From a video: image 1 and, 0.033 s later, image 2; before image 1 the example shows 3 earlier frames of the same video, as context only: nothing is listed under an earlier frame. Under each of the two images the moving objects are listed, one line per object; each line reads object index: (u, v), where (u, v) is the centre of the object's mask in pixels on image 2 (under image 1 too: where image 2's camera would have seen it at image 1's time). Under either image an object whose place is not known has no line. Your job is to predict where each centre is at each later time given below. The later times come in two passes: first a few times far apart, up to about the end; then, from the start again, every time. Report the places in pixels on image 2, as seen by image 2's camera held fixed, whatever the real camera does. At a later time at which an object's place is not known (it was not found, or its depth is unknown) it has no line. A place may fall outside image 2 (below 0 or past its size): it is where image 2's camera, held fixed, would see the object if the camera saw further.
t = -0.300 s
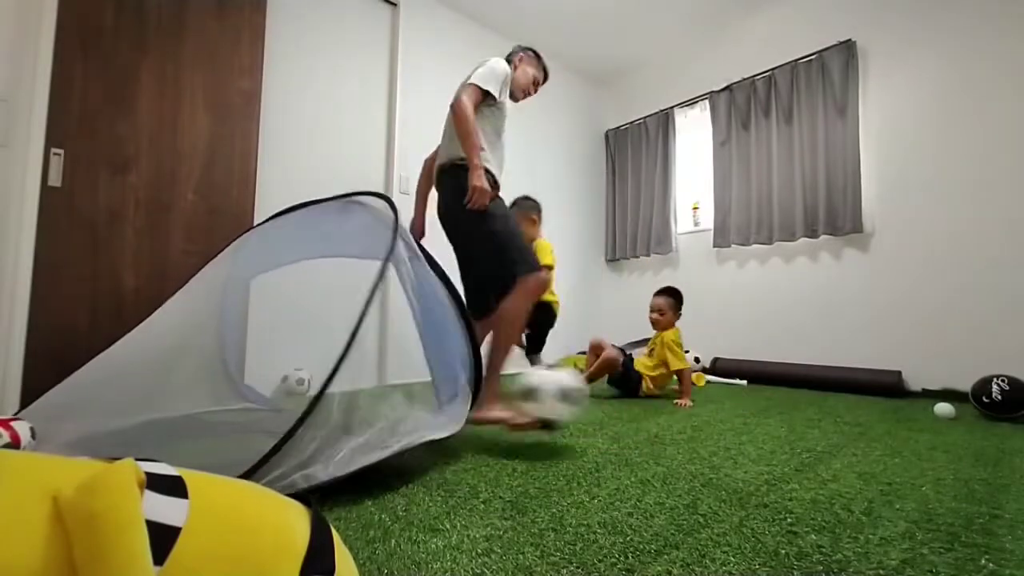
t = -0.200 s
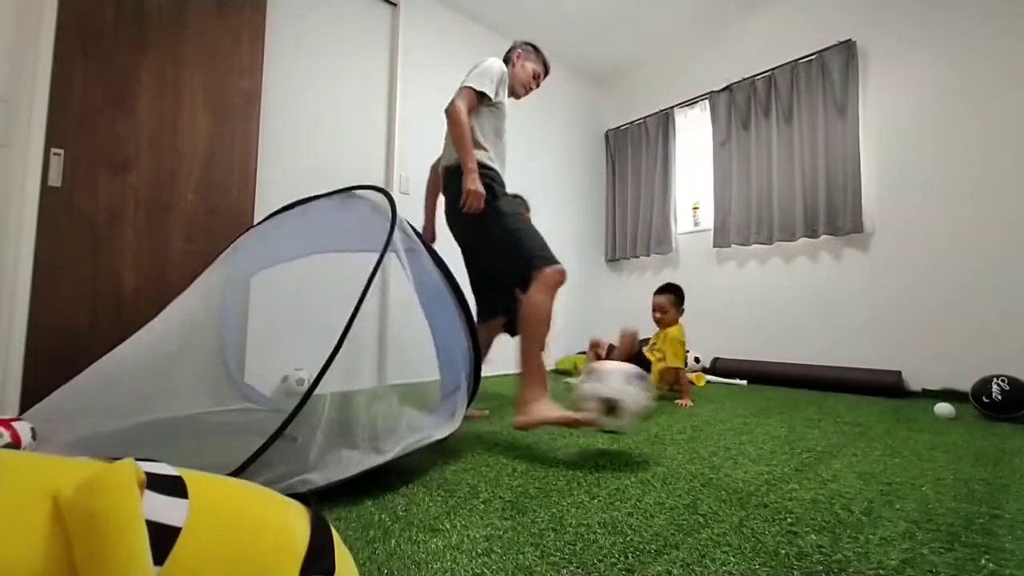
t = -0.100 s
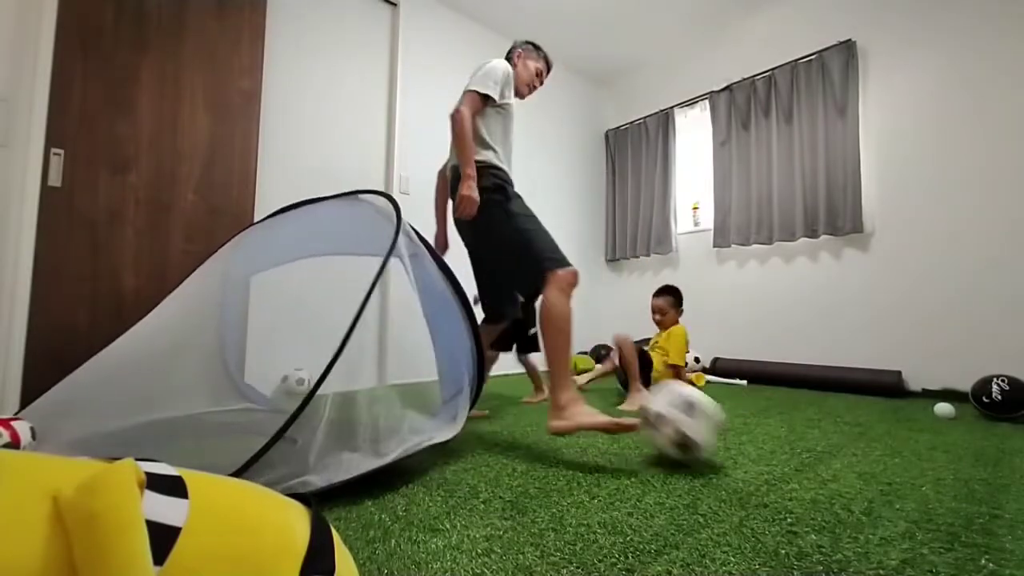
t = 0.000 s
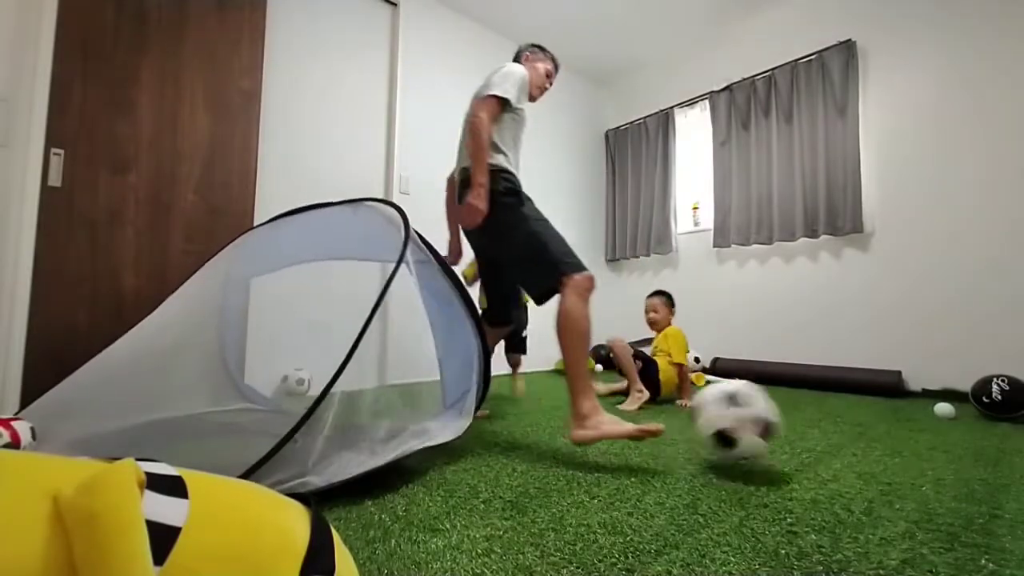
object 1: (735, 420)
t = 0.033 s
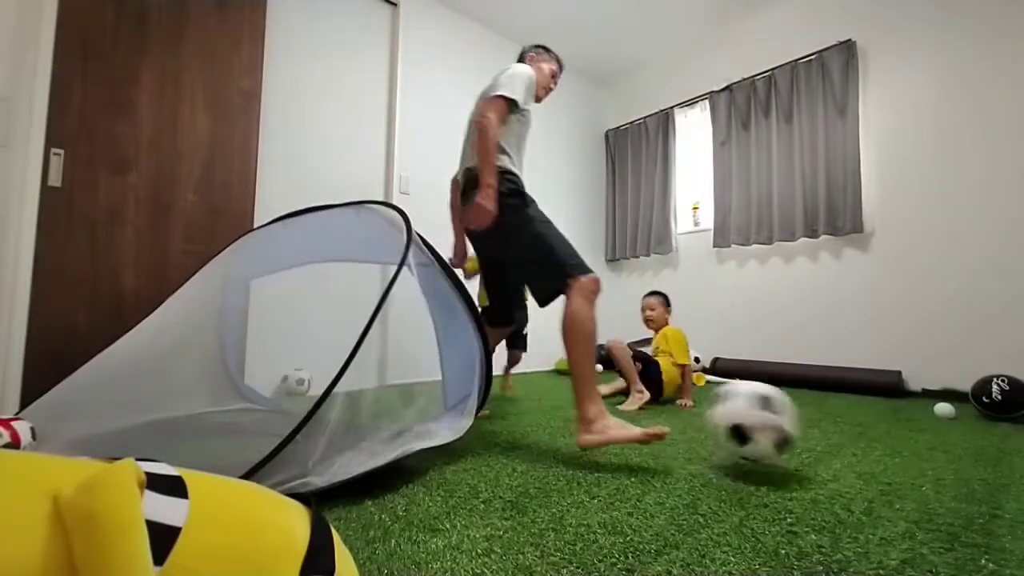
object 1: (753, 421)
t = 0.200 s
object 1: (846, 437)
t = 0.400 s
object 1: (972, 449)
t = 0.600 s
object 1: (1008, 441)
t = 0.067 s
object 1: (770, 427)
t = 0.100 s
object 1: (788, 433)
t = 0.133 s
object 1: (807, 435)
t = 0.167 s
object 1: (828, 435)
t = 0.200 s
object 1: (846, 437)
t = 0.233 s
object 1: (865, 442)
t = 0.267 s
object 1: (890, 444)
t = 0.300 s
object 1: (910, 446)
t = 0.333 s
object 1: (932, 448)
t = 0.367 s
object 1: (956, 451)
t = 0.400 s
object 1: (972, 449)
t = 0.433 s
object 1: (981, 451)
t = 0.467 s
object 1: (992, 453)
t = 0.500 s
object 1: (1000, 449)
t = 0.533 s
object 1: (1008, 443)
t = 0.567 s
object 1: (1014, 442)
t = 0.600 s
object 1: (1008, 441)
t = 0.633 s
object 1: (1002, 444)
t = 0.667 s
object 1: (998, 444)
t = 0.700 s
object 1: (996, 443)
